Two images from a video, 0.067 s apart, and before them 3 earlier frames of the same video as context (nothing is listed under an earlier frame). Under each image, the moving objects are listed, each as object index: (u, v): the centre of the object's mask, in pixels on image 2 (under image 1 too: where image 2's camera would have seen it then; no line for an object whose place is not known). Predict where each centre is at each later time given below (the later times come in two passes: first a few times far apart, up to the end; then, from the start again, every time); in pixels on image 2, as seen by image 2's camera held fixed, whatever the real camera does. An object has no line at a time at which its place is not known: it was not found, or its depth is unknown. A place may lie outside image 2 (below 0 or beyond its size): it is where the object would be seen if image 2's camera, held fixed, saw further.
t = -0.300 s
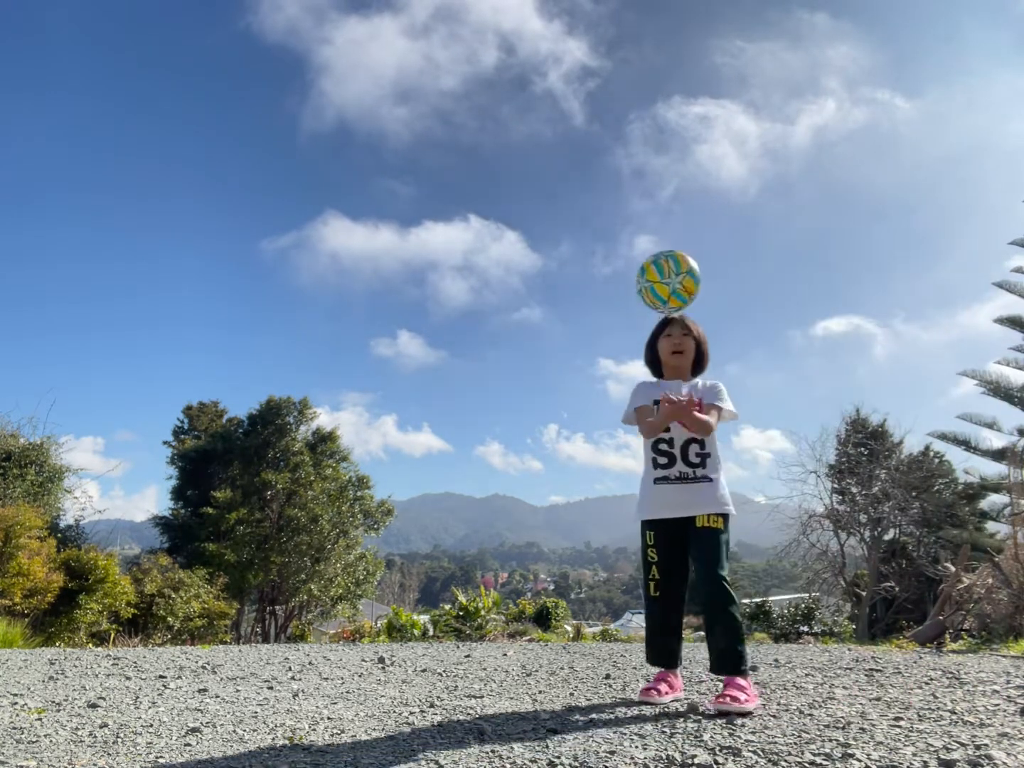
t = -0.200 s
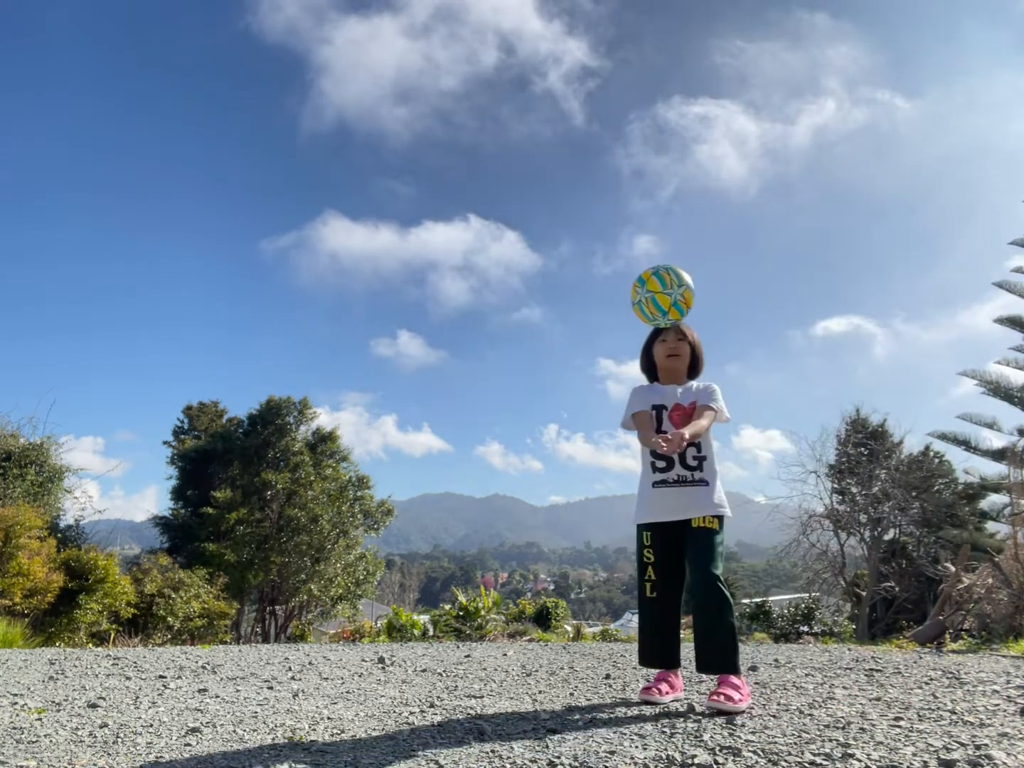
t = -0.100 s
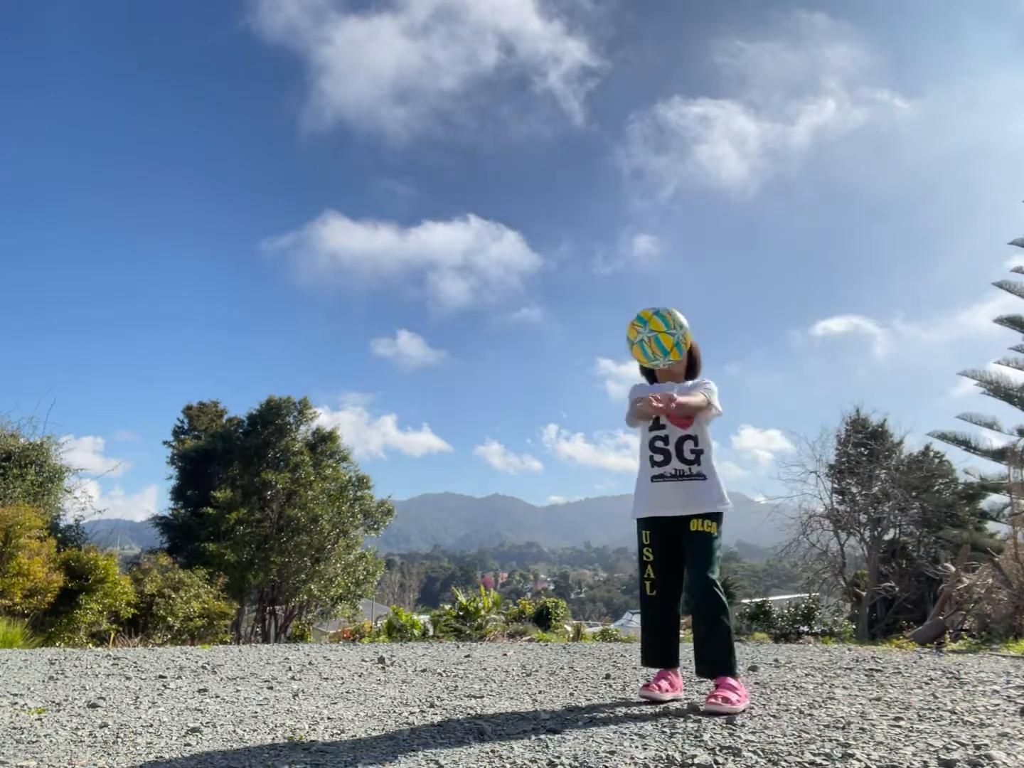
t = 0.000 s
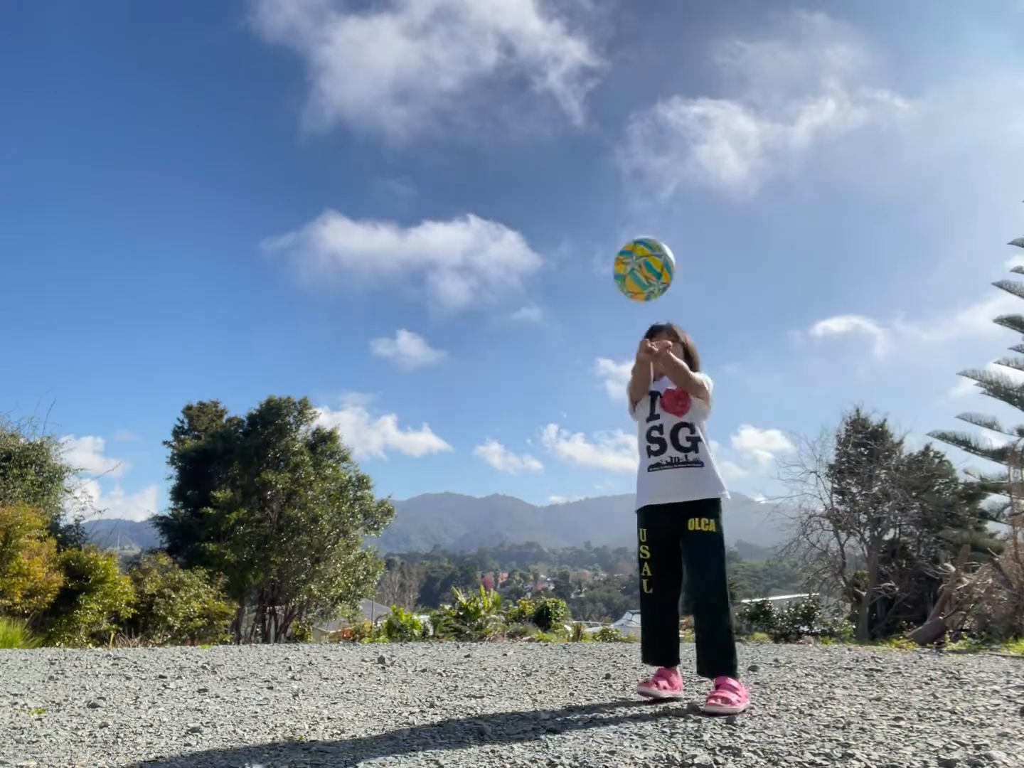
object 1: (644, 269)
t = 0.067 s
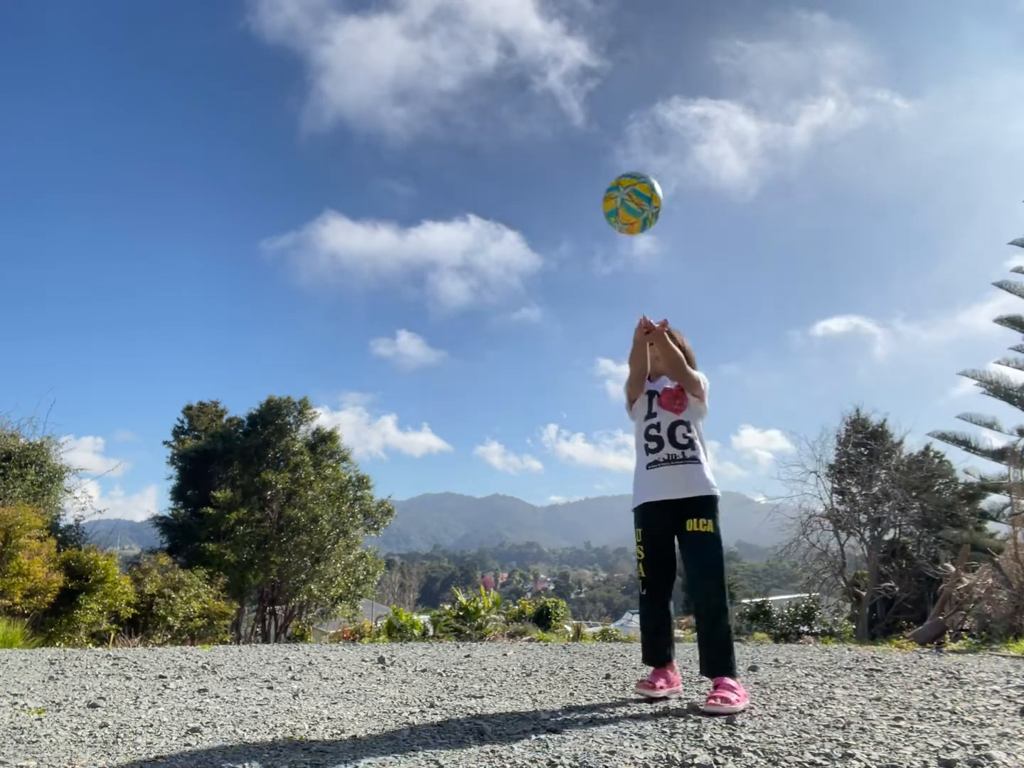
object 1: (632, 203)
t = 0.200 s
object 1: (613, 119)
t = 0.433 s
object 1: (586, 91)
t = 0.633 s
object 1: (565, 173)
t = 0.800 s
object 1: (551, 318)
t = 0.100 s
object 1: (627, 176)
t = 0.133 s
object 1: (622, 154)
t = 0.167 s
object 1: (618, 134)
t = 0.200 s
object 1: (613, 119)
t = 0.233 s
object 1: (609, 106)
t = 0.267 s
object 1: (605, 96)
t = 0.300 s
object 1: (601, 90)
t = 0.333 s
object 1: (597, 86)
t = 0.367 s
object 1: (593, 85)
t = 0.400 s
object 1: (589, 87)
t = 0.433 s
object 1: (586, 91)
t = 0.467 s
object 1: (583, 98)
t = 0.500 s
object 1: (579, 108)
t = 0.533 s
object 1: (575, 120)
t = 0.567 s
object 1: (572, 135)
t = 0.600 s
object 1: (569, 153)
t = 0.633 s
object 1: (565, 173)
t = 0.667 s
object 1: (563, 196)
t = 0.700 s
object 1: (560, 222)
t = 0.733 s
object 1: (557, 251)
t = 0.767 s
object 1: (554, 283)
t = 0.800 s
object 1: (551, 318)
